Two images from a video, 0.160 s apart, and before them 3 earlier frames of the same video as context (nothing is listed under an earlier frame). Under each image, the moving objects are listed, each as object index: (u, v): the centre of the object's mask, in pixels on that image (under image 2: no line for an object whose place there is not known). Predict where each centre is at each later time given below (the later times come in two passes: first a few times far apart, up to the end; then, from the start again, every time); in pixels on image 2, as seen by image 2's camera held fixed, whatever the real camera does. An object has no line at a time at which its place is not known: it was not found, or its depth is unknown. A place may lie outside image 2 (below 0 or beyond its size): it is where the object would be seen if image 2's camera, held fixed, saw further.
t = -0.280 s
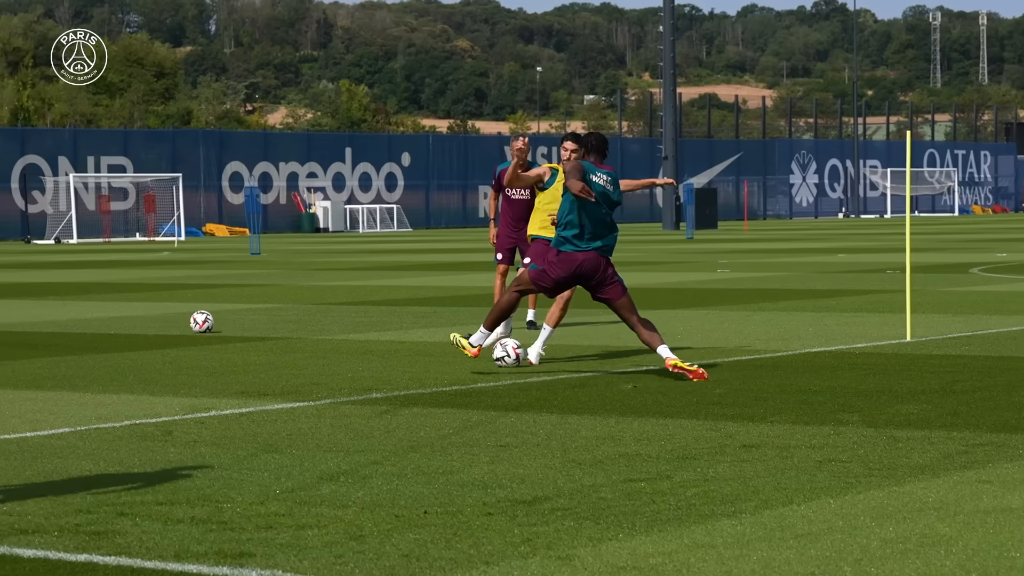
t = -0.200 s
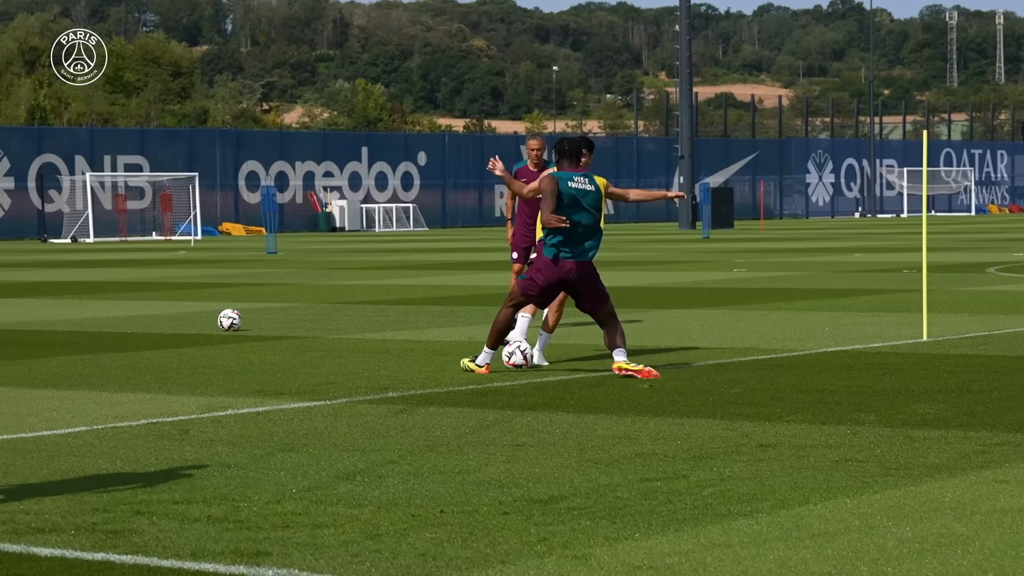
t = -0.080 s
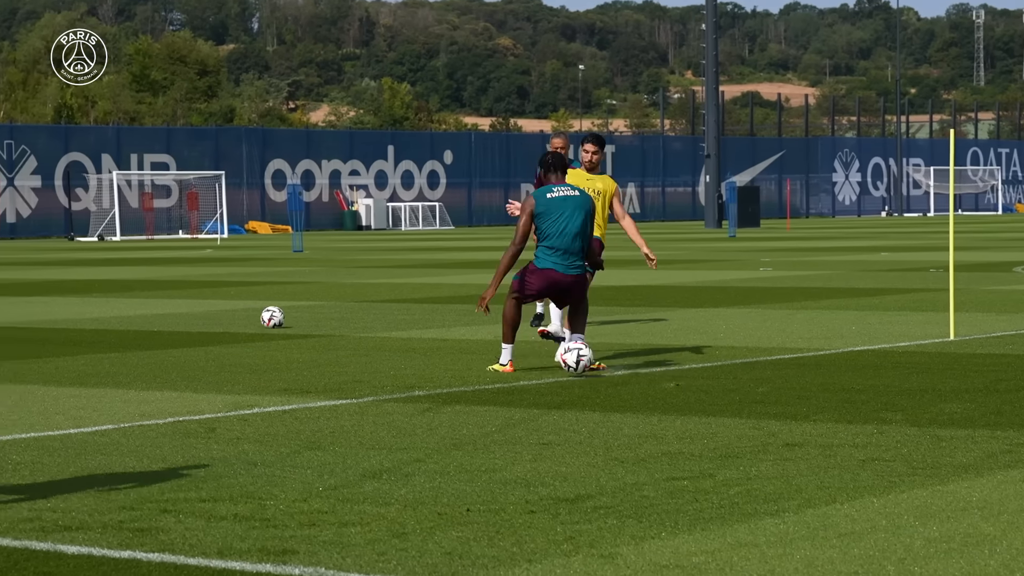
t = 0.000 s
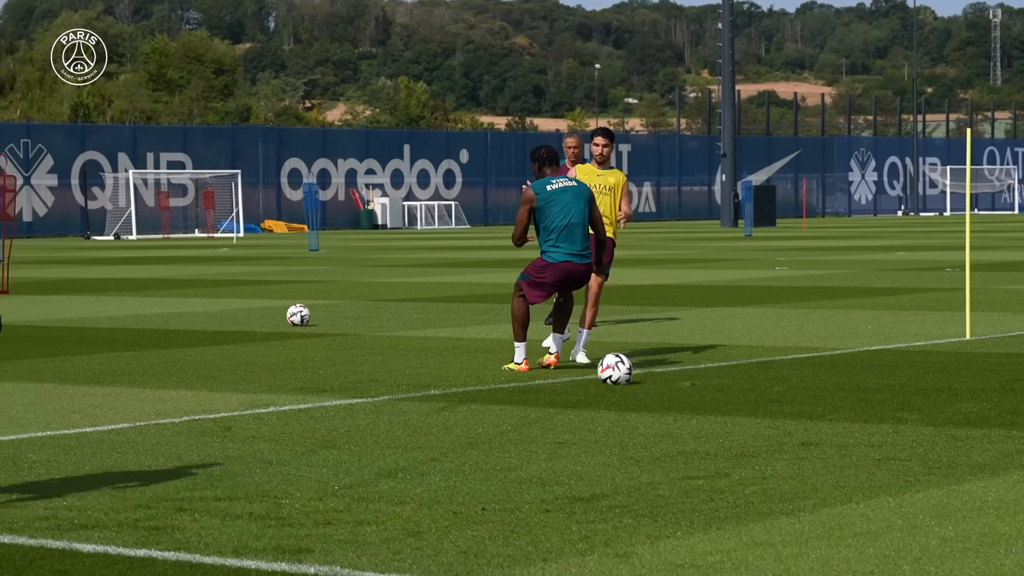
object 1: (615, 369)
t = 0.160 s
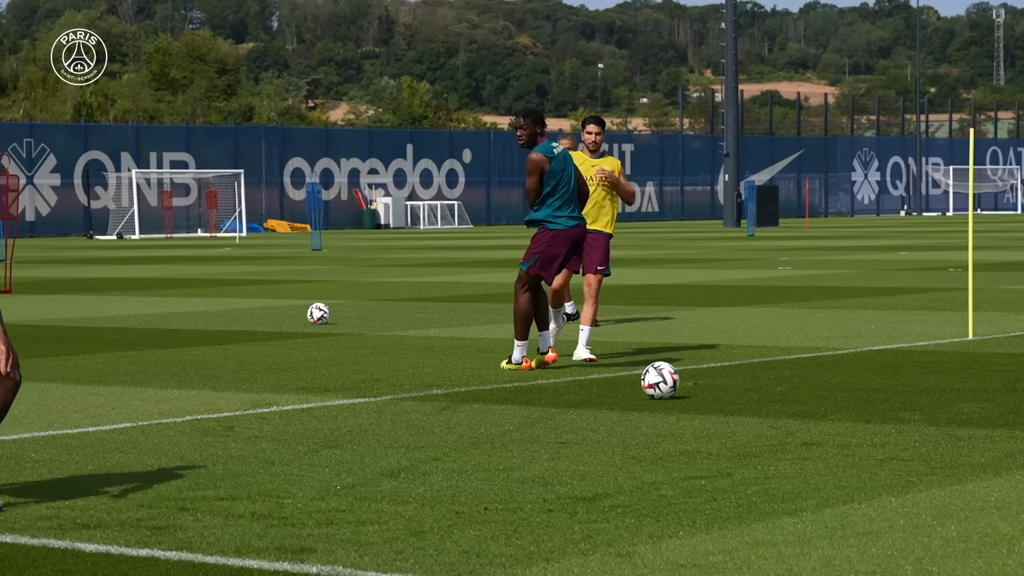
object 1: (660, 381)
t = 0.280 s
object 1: (691, 388)
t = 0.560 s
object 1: (755, 415)
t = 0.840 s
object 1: (820, 449)
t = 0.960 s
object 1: (849, 464)
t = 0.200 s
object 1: (671, 386)
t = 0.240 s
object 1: (681, 386)
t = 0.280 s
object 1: (691, 388)
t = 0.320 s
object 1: (702, 394)
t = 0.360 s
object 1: (712, 401)
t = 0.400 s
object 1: (721, 403)
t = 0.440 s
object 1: (729, 405)
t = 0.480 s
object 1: (738, 410)
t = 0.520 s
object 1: (746, 415)
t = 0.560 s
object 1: (755, 415)
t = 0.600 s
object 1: (764, 418)
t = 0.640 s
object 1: (773, 424)
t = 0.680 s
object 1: (782, 432)
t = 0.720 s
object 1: (792, 434)
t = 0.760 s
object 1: (801, 437)
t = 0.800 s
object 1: (811, 443)
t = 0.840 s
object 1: (820, 449)
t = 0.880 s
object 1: (830, 453)
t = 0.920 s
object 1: (839, 458)
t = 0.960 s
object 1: (849, 464)
